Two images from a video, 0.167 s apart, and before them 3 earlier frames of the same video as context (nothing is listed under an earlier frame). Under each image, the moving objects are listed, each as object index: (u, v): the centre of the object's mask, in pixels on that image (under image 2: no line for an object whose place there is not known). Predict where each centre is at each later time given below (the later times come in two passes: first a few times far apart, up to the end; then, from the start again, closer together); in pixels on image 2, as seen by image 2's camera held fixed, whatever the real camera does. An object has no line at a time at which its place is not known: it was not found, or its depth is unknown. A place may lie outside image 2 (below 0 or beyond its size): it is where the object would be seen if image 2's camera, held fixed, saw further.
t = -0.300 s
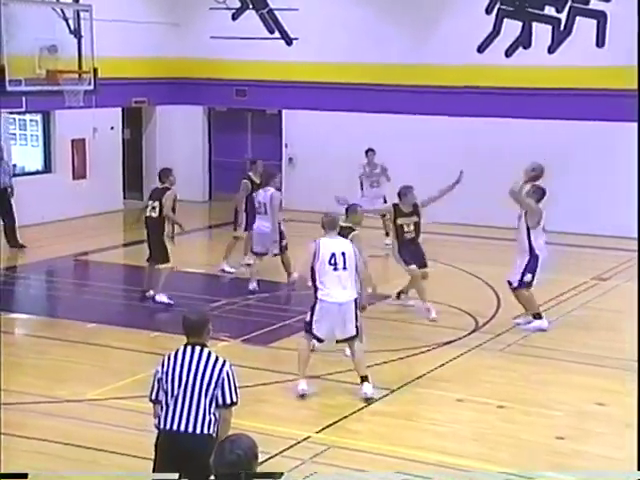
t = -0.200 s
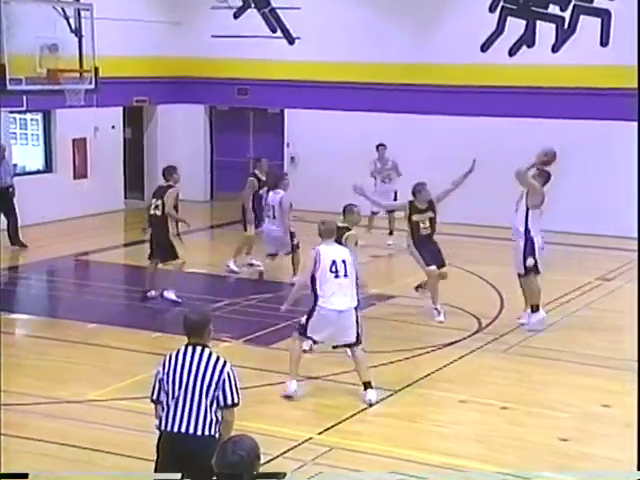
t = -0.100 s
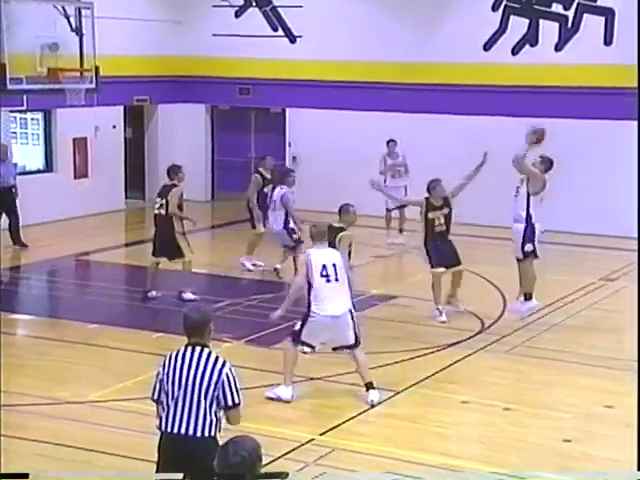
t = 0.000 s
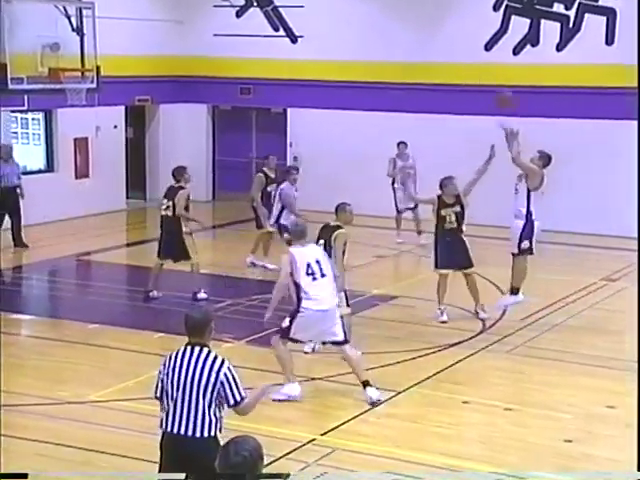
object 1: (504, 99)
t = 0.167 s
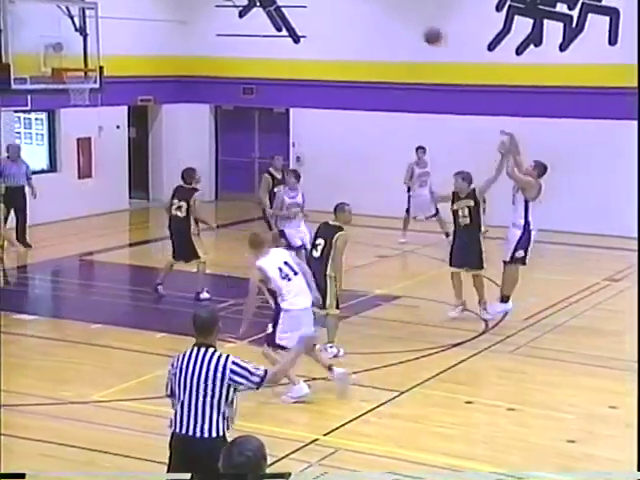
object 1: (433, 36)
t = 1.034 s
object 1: (88, 61)
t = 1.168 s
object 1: (65, 47)
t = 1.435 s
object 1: (68, 44)
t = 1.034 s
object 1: (88, 61)
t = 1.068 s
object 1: (82, 59)
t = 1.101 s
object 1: (77, 54)
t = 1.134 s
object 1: (71, 50)
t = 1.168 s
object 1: (65, 47)
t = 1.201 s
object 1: (60, 45)
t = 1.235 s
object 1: (54, 43)
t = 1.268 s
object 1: (52, 43)
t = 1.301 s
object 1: (55, 41)
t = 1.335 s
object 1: (59, 41)
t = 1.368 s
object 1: (62, 41)
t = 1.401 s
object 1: (65, 42)
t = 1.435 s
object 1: (68, 44)
